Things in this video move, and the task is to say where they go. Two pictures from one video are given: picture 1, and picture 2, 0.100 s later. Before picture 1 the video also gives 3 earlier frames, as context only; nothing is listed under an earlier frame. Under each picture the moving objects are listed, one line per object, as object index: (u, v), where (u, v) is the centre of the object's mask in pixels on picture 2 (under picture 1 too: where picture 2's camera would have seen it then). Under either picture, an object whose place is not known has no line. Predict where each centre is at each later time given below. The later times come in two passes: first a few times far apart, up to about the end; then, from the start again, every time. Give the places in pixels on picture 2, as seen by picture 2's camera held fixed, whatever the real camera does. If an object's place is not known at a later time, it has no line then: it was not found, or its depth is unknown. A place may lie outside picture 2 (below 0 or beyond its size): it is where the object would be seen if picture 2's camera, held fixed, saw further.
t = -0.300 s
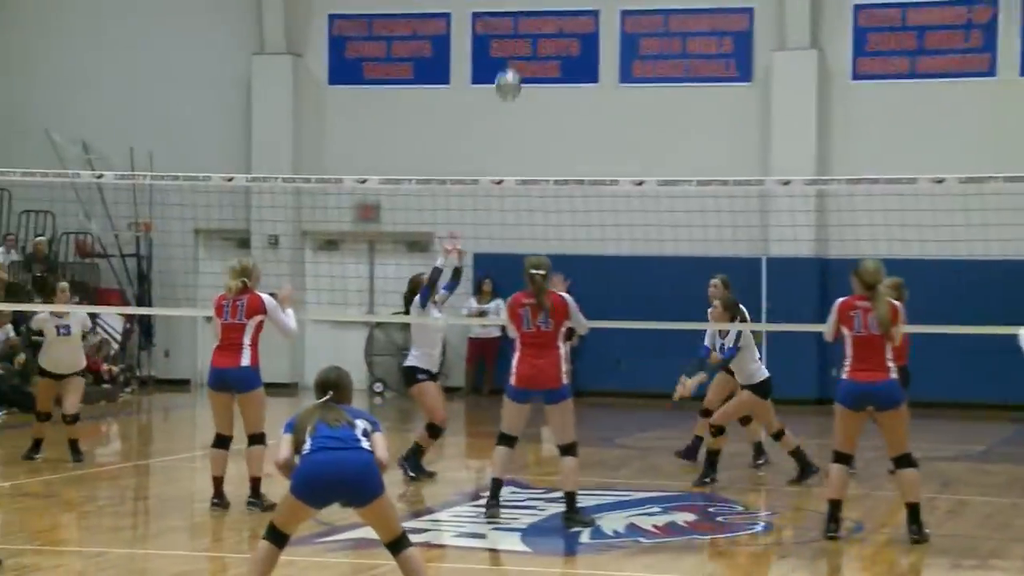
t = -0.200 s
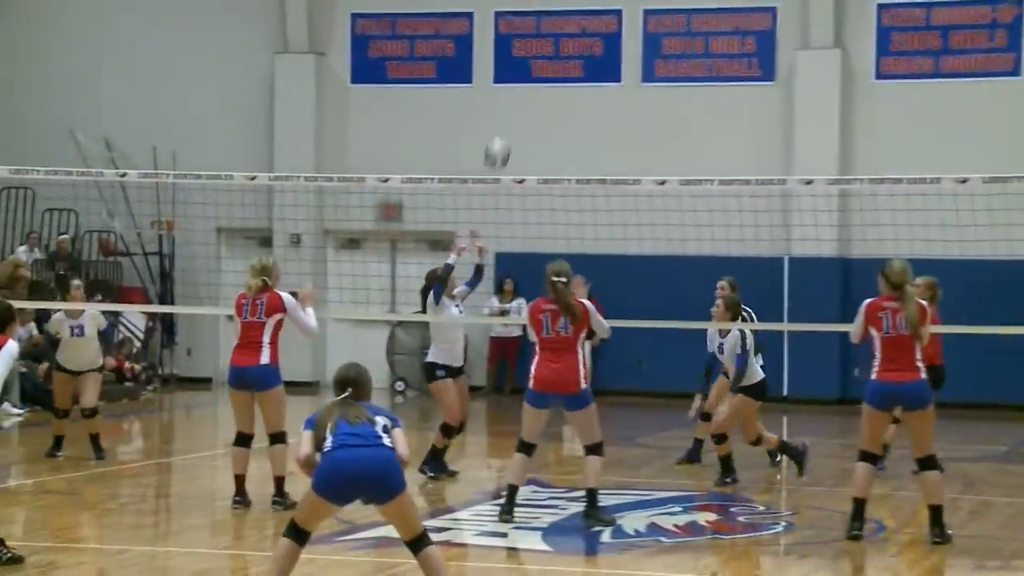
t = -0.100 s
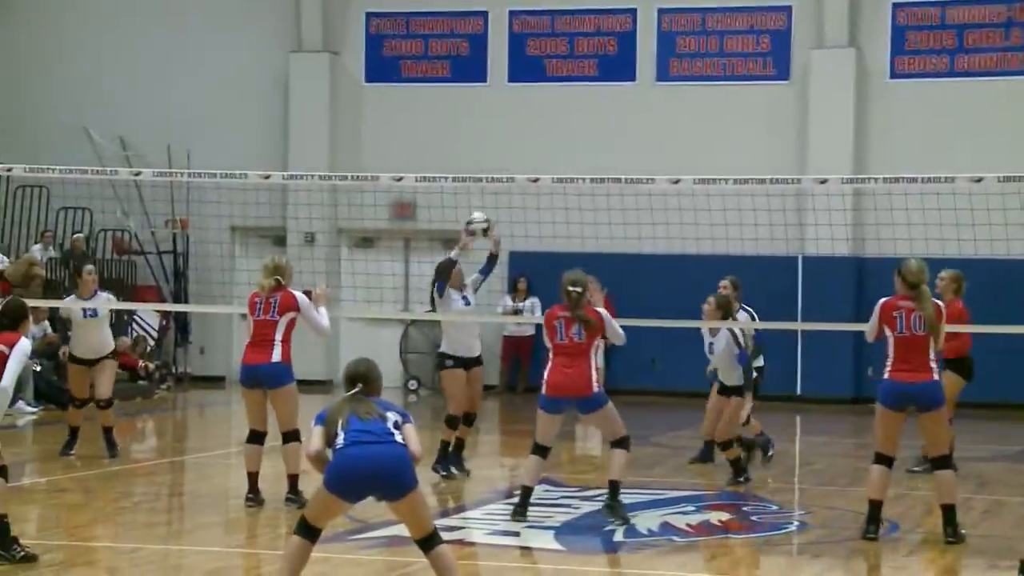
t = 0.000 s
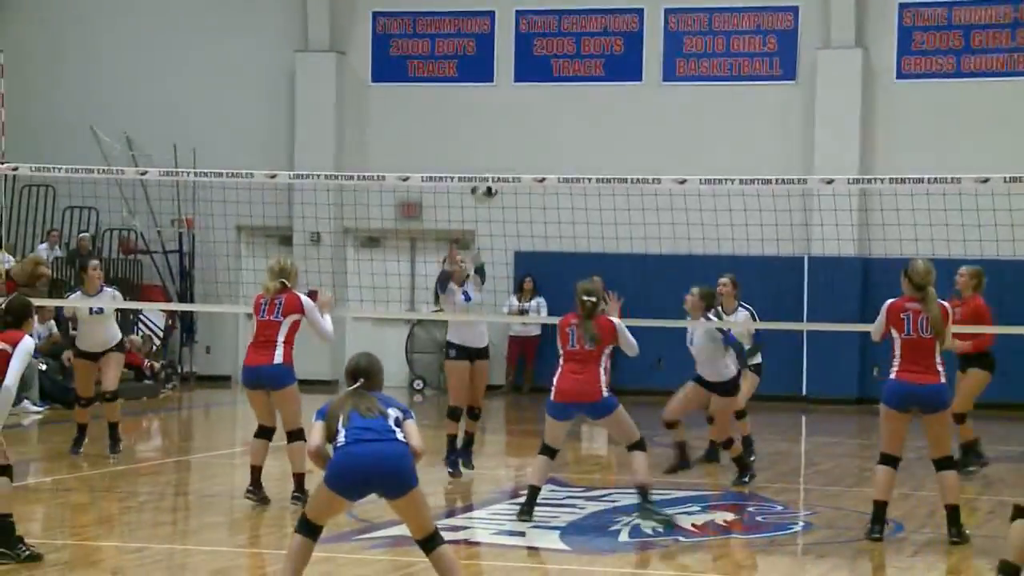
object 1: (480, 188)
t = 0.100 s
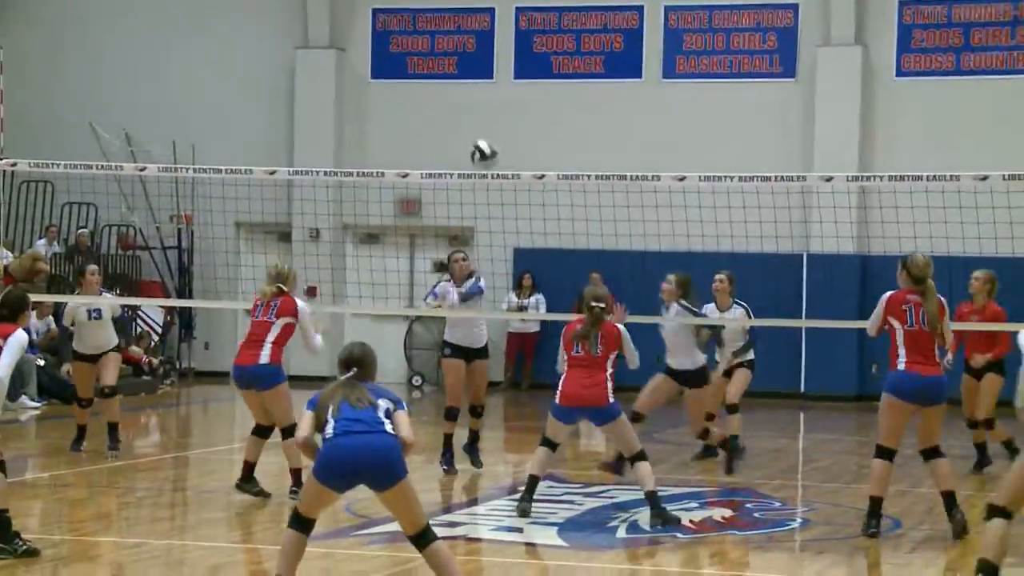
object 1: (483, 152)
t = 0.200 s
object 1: (483, 135)
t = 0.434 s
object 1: (485, 146)
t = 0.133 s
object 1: (482, 144)
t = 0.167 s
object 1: (484, 140)
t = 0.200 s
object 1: (483, 135)
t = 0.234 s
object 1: (483, 131)
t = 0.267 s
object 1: (484, 129)
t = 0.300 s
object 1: (484, 129)
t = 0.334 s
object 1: (484, 130)
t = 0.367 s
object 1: (485, 135)
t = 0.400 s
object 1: (485, 139)
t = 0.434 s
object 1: (485, 146)
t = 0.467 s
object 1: (486, 157)
